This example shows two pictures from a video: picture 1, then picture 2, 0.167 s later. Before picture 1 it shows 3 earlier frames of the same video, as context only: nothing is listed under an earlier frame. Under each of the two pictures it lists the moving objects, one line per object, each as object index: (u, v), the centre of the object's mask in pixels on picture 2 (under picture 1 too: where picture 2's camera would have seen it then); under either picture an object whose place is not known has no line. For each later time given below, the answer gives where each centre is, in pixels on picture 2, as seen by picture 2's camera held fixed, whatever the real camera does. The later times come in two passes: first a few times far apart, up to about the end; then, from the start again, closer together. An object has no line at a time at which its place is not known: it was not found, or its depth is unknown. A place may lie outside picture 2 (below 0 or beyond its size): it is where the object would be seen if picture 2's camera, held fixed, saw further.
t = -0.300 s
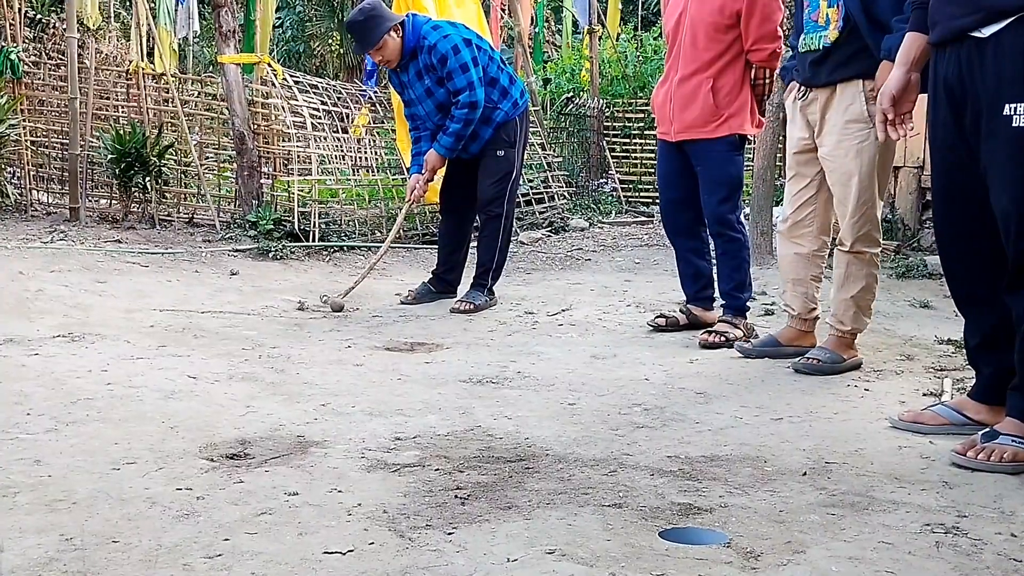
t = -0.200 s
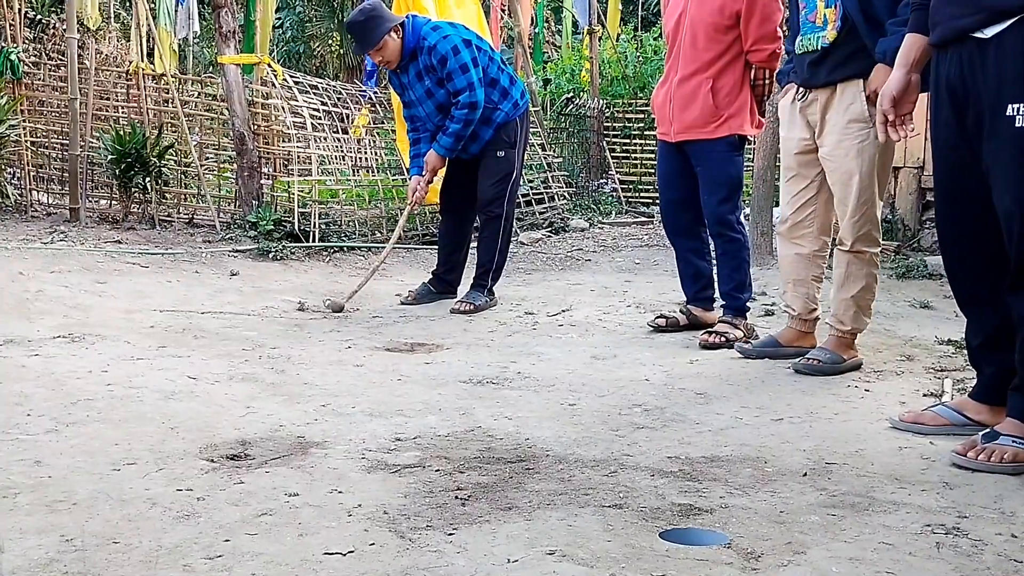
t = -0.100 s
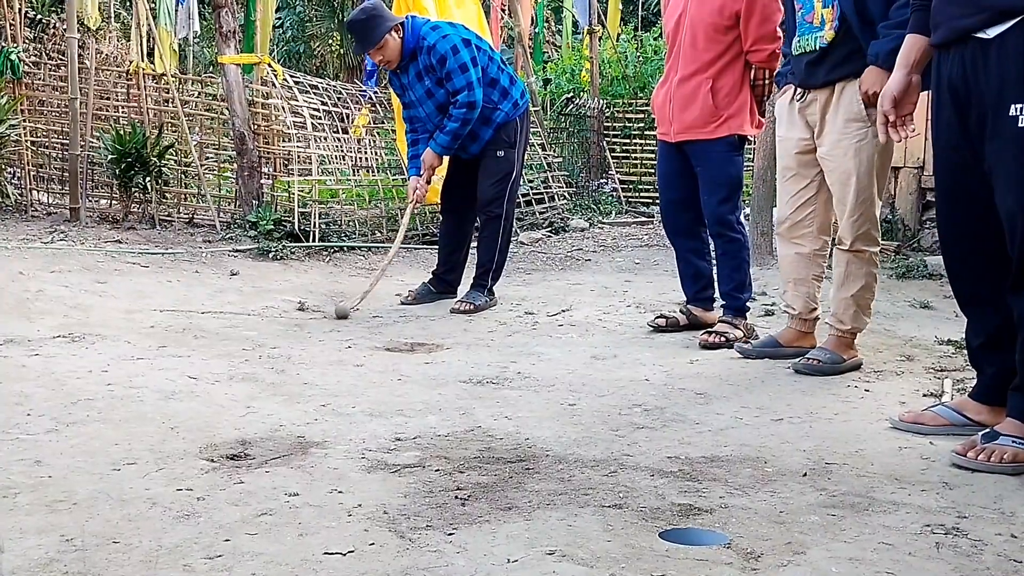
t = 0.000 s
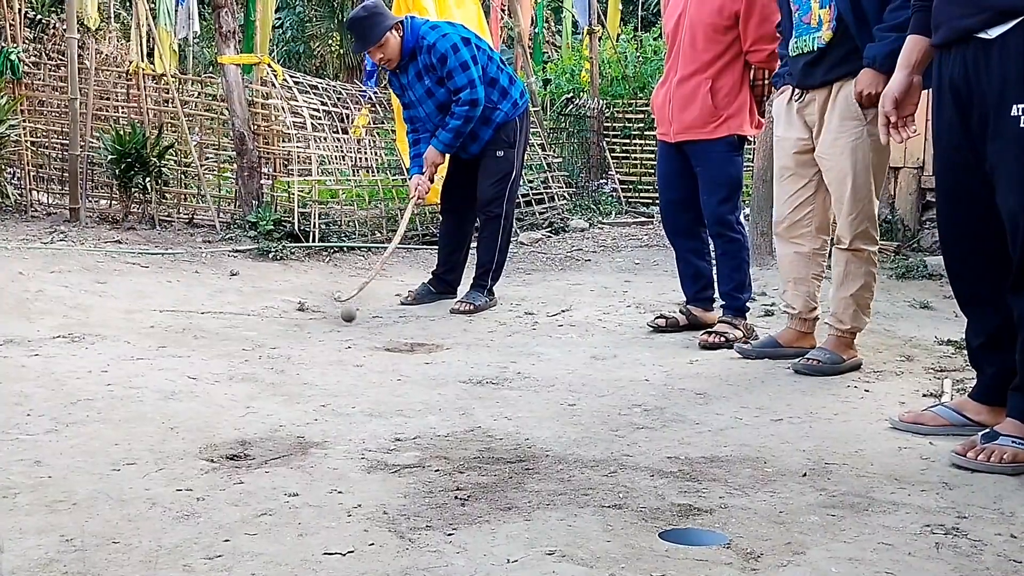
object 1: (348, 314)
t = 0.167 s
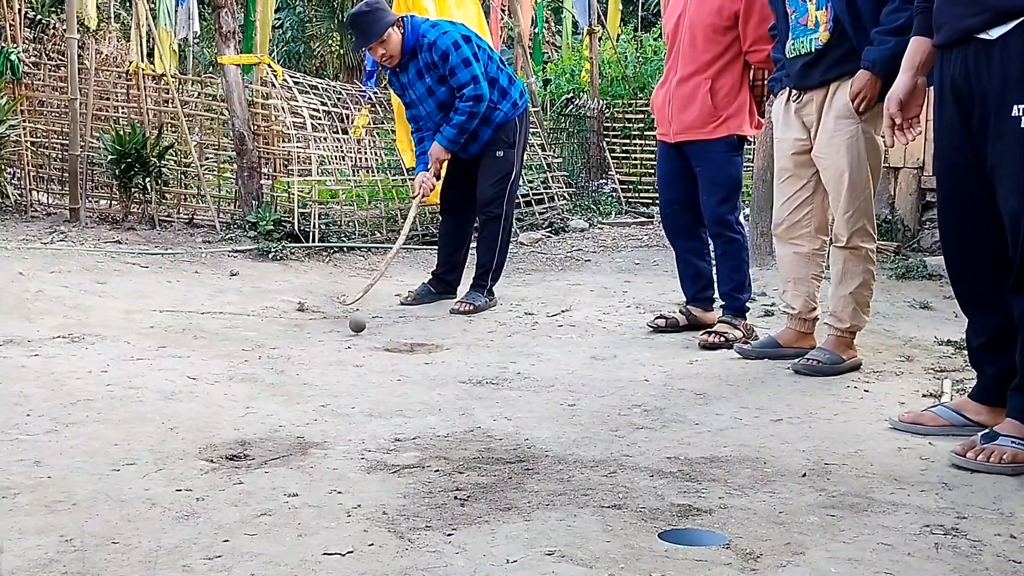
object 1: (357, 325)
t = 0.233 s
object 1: (360, 329)
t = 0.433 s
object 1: (367, 346)
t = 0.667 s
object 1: (384, 365)
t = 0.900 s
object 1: (407, 381)
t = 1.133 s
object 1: (435, 406)
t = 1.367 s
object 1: (471, 430)
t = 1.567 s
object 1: (502, 452)
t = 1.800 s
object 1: (539, 474)
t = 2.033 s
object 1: (571, 496)
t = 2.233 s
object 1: (590, 510)
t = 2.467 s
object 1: (622, 524)
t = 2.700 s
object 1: (676, 539)
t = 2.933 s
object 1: (731, 544)
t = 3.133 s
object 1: (752, 534)
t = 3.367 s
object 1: (762, 526)
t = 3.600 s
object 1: (746, 518)
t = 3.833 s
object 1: (701, 510)
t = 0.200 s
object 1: (358, 324)
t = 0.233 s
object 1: (360, 329)
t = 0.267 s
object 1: (361, 334)
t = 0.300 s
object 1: (362, 334)
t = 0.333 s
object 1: (363, 338)
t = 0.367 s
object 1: (365, 342)
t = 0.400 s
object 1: (366, 343)
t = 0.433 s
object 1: (367, 346)
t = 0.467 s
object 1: (368, 351)
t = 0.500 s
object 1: (370, 354)
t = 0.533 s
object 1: (371, 358)
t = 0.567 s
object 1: (373, 362)
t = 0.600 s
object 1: (377, 361)
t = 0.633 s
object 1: (380, 364)
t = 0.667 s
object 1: (384, 365)
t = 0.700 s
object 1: (387, 368)
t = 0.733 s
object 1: (391, 370)
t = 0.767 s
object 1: (393, 373)
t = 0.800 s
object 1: (397, 375)
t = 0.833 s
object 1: (400, 377)
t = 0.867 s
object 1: (404, 380)
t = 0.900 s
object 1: (407, 381)
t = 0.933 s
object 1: (411, 385)
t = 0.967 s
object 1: (414, 387)
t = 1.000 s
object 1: (418, 390)
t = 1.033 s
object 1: (422, 393)
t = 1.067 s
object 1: (426, 399)
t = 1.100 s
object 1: (431, 403)
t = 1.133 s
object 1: (435, 406)
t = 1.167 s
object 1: (440, 410)
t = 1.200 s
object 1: (445, 413)
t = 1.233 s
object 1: (450, 417)
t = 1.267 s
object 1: (456, 420)
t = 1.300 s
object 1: (461, 425)
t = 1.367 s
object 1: (471, 430)
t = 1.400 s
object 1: (477, 434)
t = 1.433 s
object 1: (481, 438)
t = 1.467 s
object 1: (486, 441)
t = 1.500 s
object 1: (491, 444)
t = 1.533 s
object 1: (496, 448)
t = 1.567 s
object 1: (502, 452)
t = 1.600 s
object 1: (507, 455)
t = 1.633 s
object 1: (512, 459)
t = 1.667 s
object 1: (516, 461)
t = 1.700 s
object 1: (522, 466)
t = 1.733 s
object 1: (528, 469)
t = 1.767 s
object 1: (534, 471)
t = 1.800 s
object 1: (539, 474)
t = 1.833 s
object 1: (545, 478)
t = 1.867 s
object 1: (550, 482)
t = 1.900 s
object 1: (555, 484)
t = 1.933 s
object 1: (559, 487)
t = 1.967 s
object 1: (564, 491)
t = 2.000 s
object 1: (568, 493)
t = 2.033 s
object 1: (571, 496)
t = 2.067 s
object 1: (575, 499)
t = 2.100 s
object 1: (579, 501)
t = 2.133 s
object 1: (581, 505)
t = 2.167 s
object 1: (584, 508)
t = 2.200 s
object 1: (587, 508)
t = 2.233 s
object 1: (590, 510)
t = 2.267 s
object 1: (594, 512)
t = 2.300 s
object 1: (597, 515)
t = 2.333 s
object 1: (601, 517)
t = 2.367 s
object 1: (606, 520)
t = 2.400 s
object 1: (611, 522)
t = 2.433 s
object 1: (616, 523)
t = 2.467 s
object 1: (622, 524)
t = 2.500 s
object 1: (627, 526)
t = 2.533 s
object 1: (634, 529)
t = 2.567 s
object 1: (641, 532)
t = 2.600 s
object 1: (650, 533)
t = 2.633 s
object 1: (658, 535)
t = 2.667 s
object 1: (667, 537)
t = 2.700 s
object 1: (676, 539)
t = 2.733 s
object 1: (684, 539)
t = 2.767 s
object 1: (692, 539)
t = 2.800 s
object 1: (700, 540)
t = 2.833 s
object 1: (707, 541)
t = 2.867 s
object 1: (715, 543)
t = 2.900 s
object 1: (723, 543)
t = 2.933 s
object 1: (731, 544)
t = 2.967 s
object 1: (737, 543)
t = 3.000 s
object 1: (742, 541)
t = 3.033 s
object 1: (745, 538)
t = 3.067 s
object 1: (748, 537)
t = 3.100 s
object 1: (750, 535)
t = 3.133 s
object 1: (752, 534)
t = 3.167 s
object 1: (755, 533)
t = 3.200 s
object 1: (757, 532)
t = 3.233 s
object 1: (759, 531)
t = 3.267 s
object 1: (760, 529)
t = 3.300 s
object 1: (761, 528)
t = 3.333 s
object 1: (762, 527)
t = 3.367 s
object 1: (762, 526)
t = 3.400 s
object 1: (762, 525)
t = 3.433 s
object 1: (761, 524)
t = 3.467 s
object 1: (760, 523)
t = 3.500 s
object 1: (758, 521)
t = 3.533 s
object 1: (755, 521)
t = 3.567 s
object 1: (752, 519)
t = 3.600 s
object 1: (746, 518)
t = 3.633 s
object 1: (740, 517)
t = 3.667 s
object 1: (732, 516)
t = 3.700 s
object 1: (726, 514)
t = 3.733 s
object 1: (719, 512)
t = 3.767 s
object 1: (713, 511)
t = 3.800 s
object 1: (708, 510)
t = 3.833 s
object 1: (701, 510)
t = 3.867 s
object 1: (694, 510)
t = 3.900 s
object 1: (688, 508)
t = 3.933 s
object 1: (683, 508)
